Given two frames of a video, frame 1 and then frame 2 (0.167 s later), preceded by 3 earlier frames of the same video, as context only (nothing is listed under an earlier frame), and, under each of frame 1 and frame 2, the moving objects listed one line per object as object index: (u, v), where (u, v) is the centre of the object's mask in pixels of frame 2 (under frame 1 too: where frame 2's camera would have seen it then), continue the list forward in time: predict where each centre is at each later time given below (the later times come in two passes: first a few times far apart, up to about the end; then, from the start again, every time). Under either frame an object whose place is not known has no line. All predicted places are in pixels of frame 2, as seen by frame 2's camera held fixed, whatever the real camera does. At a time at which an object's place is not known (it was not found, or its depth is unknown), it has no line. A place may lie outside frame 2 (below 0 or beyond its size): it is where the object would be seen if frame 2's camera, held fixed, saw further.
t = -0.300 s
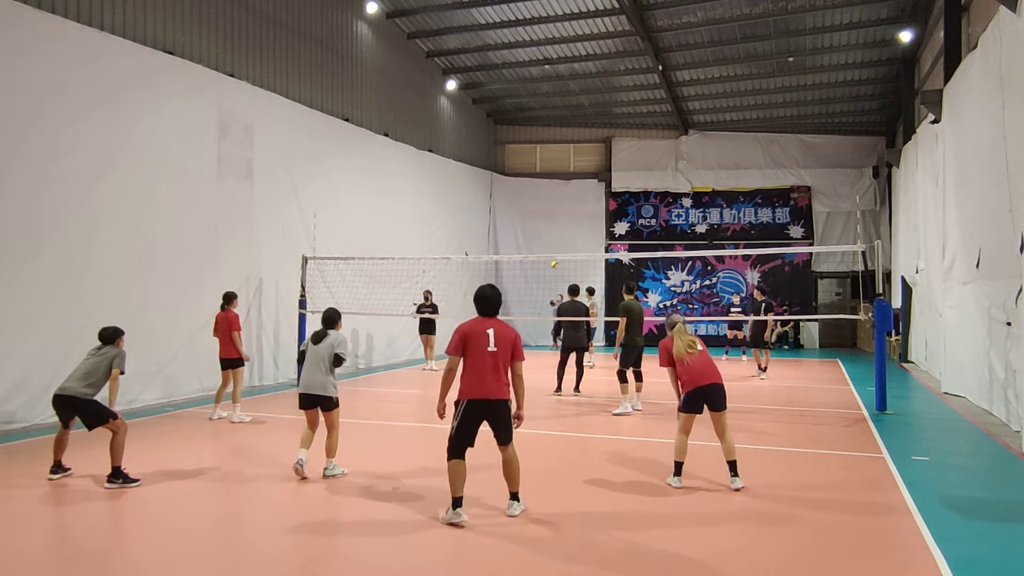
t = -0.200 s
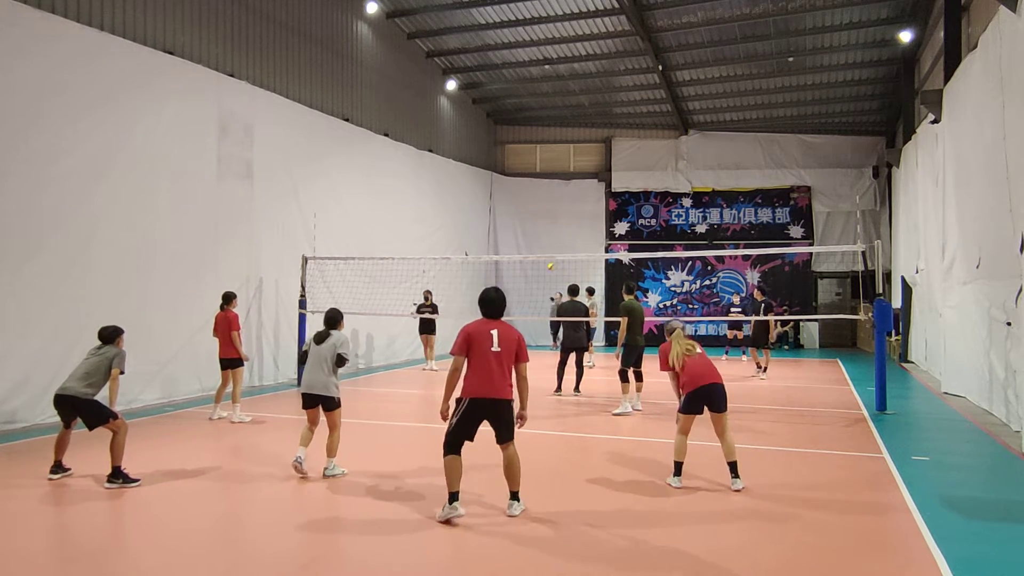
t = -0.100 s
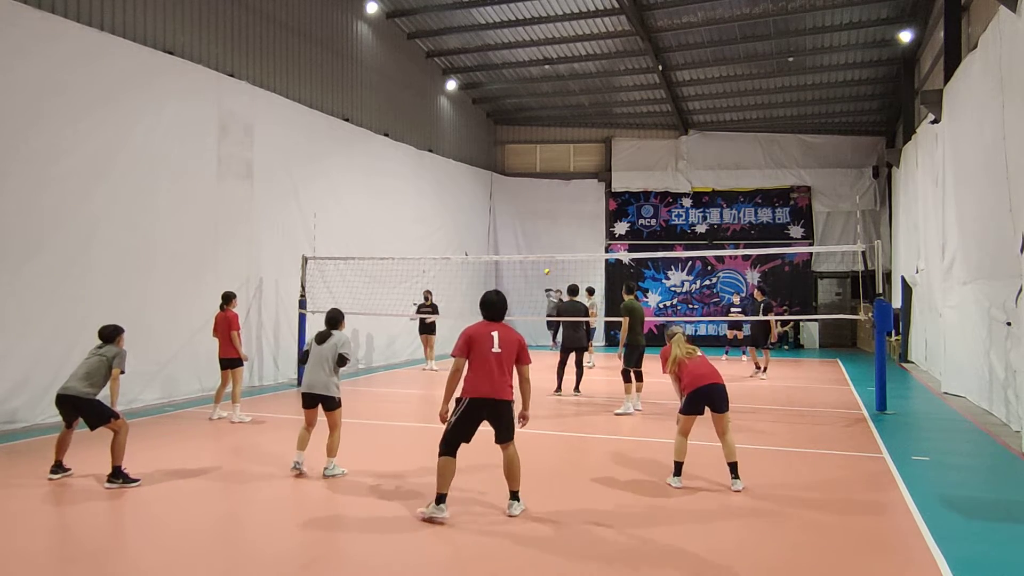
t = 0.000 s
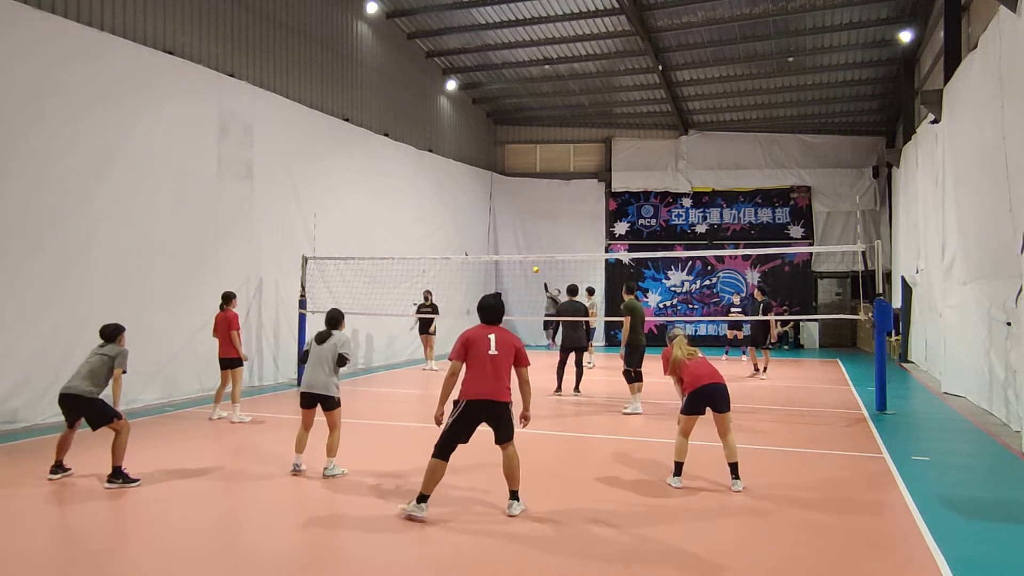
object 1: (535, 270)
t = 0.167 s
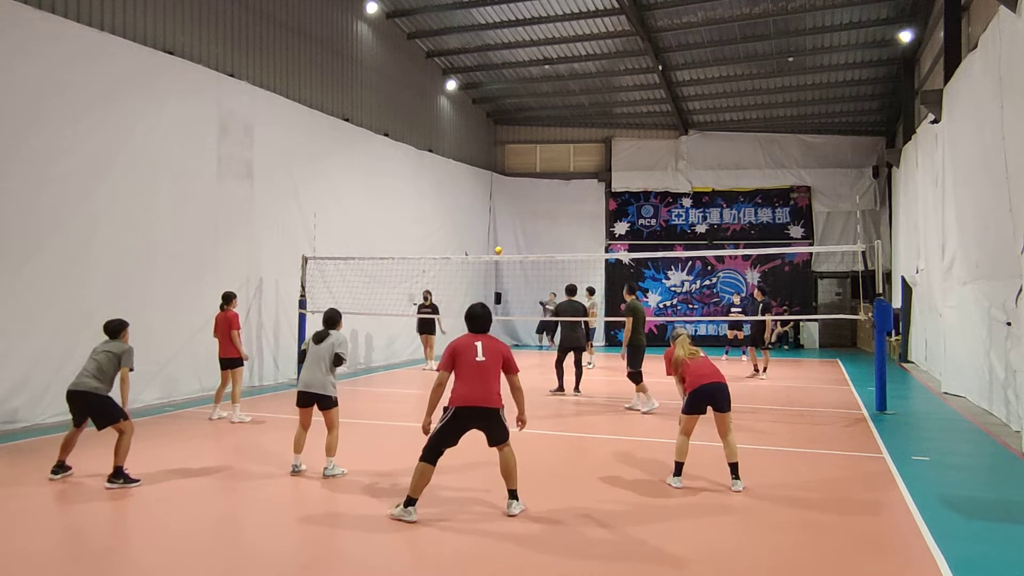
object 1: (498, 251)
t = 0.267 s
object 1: (472, 241)
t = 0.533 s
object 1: (378, 231)
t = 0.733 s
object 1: (271, 241)
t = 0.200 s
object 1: (490, 247)
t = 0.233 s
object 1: (482, 244)
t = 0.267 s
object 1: (472, 241)
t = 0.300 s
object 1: (463, 239)
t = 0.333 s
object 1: (453, 237)
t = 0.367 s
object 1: (442, 235)
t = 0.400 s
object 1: (431, 234)
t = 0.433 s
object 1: (419, 233)
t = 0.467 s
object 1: (406, 232)
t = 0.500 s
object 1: (392, 231)
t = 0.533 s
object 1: (378, 231)
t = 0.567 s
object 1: (363, 231)
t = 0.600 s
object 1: (347, 231)
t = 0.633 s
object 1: (330, 232)
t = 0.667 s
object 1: (312, 234)
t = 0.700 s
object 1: (292, 237)
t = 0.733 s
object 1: (271, 241)
